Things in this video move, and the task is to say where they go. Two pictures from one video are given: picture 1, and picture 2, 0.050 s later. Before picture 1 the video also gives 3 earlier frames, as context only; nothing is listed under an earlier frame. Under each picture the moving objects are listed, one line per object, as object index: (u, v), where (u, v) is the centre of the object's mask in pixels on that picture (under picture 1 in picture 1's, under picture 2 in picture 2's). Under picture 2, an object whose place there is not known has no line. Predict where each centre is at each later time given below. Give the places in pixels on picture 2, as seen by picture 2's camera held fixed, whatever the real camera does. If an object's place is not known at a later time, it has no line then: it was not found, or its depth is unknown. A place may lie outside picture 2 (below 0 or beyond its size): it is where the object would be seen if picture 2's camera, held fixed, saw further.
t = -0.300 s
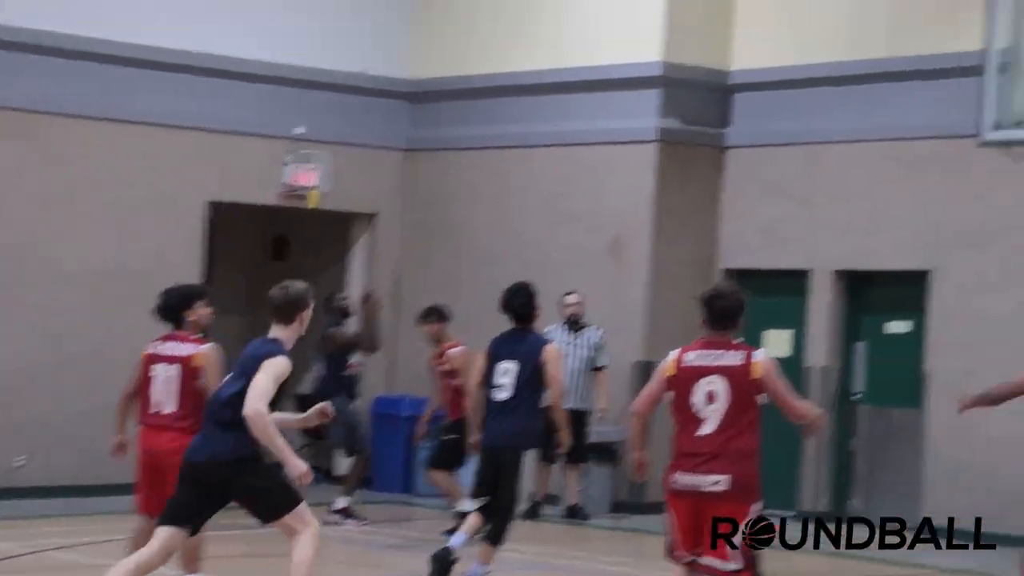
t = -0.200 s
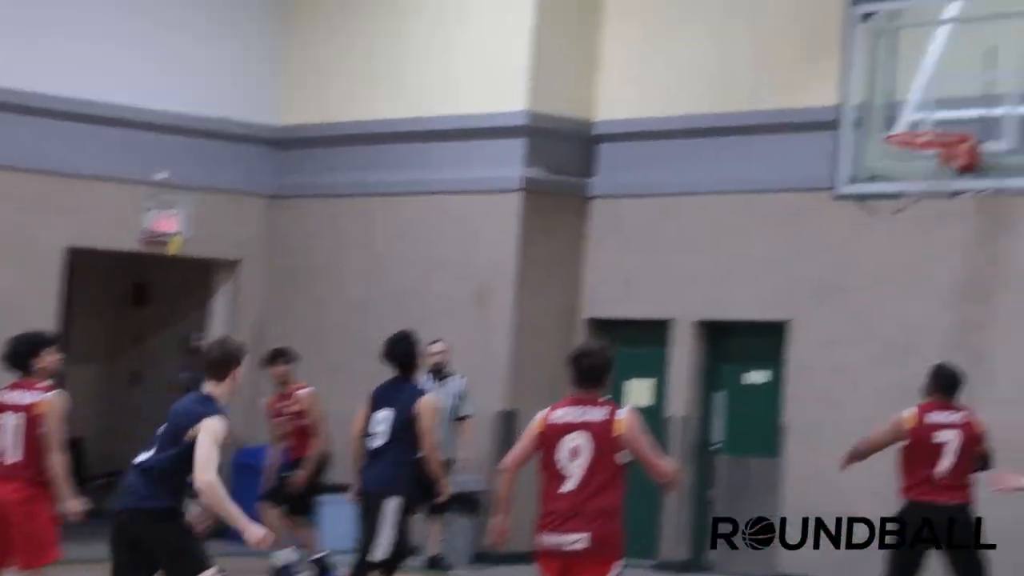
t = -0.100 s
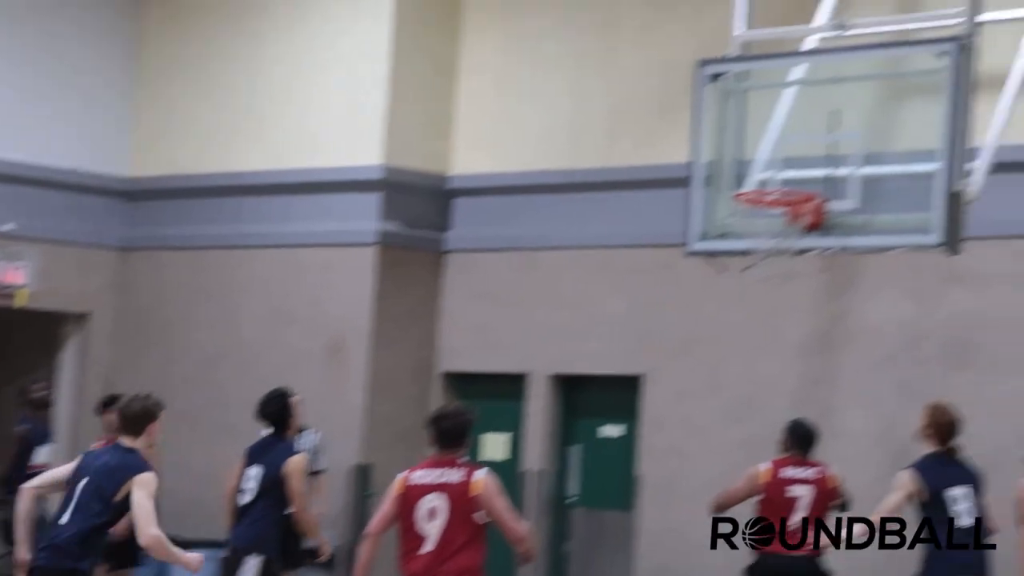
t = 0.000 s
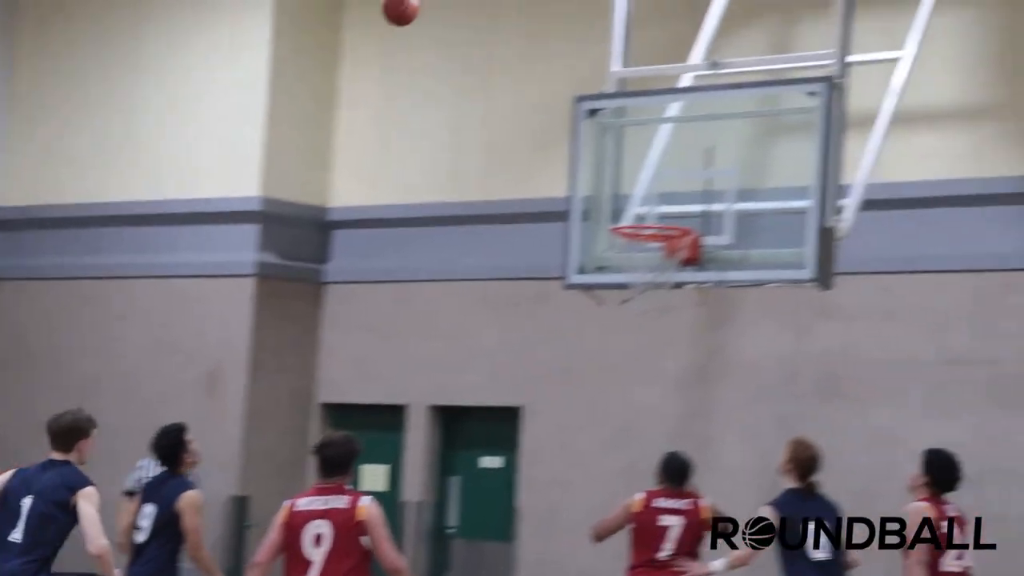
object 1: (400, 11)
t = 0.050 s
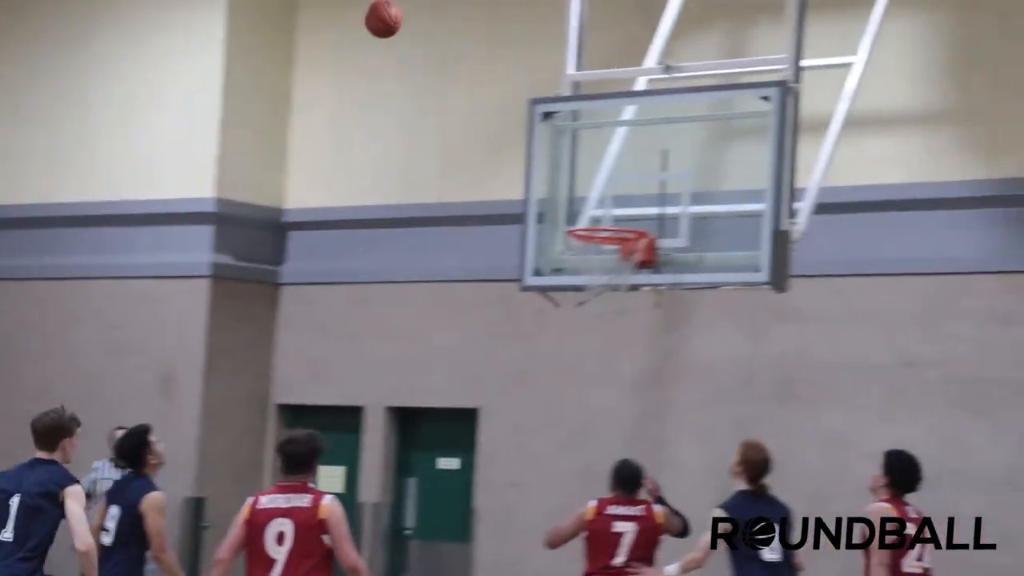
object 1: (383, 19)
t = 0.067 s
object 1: (392, 23)
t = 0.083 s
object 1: (401, 28)
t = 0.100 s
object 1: (410, 33)
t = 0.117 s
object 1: (419, 38)
